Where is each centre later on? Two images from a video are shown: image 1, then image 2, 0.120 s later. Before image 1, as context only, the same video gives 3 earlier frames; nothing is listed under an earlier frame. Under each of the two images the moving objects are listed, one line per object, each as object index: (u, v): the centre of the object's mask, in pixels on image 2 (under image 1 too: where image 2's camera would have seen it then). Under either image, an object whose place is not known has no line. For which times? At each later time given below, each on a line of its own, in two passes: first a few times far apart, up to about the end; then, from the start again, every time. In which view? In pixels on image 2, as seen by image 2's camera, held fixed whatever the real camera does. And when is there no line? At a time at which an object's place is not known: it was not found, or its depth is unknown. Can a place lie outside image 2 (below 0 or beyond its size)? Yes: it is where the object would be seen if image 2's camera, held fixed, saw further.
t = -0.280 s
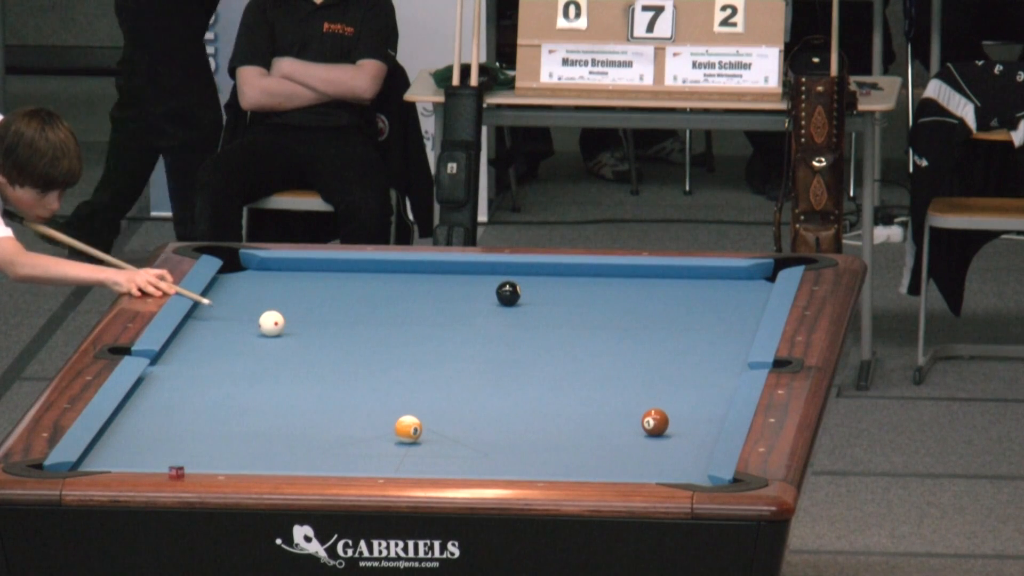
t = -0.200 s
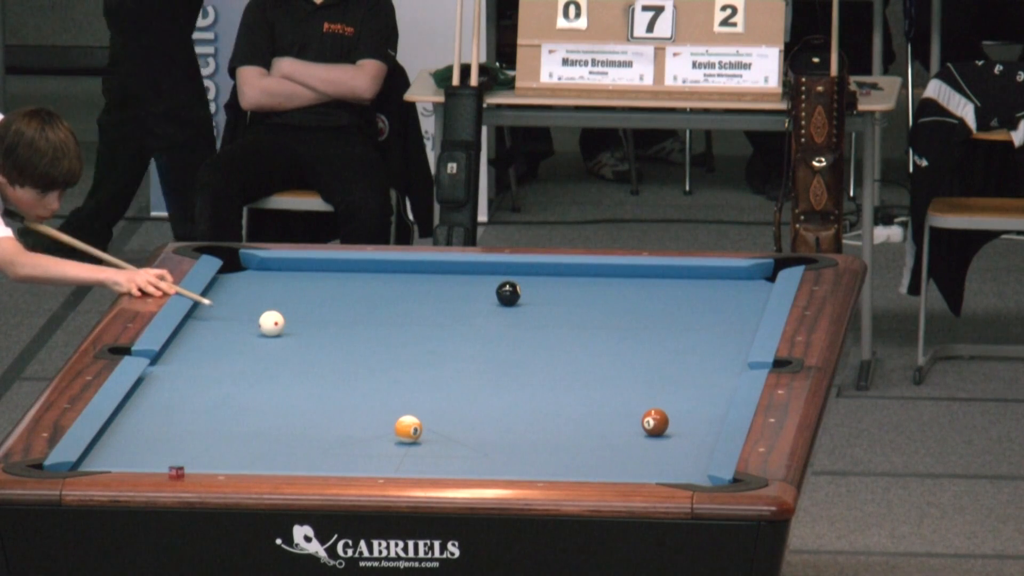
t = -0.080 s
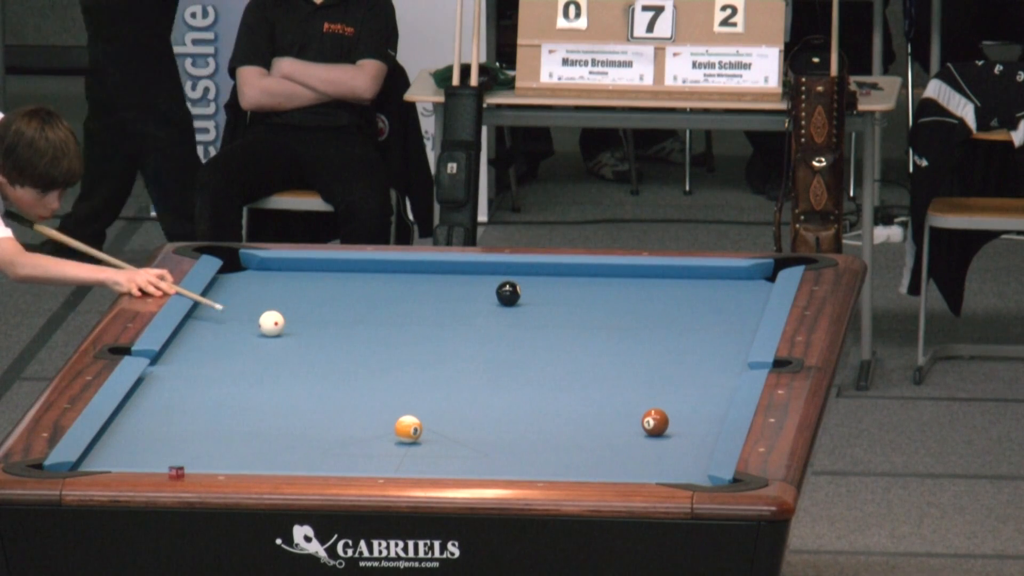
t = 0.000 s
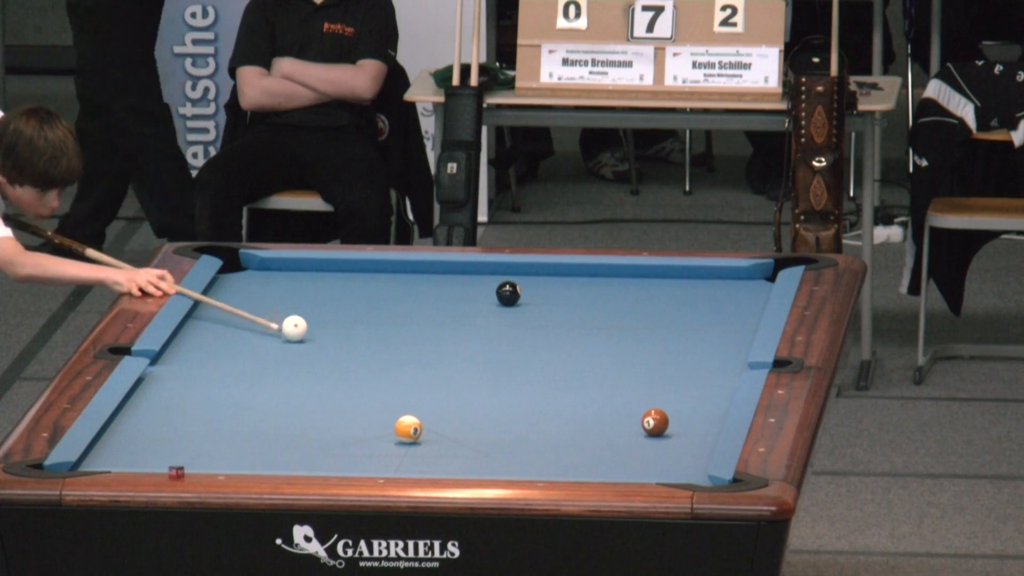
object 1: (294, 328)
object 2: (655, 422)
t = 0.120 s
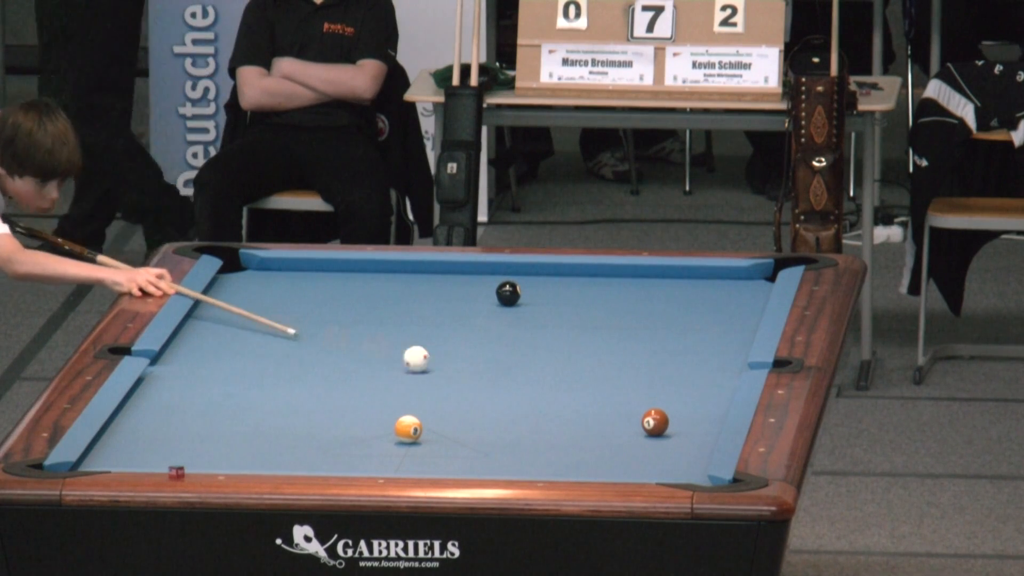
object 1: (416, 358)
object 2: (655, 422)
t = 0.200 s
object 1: (493, 377)
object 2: (655, 422)
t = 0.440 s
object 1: (692, 416)
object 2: (667, 436)
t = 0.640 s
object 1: (674, 410)
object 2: (692, 471)
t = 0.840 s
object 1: (627, 402)
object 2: (697, 477)
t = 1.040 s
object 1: (582, 394)
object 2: (690, 477)
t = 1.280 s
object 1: (530, 386)
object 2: (699, 477)
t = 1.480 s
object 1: (489, 379)
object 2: (698, 477)
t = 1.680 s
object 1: (449, 372)
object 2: (695, 477)
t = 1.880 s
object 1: (411, 366)
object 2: (694, 477)
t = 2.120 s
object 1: (368, 358)
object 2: (694, 477)
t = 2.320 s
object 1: (334, 352)
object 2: (694, 477)
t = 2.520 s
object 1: (301, 347)
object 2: (694, 477)
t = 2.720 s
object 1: (269, 341)
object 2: (694, 477)
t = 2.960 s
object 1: (234, 335)
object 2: (694, 477)
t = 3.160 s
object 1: (206, 331)
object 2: (694, 477)
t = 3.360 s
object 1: (196, 327)
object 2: (694, 477)
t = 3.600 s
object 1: (215, 325)
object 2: (694, 477)
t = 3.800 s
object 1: (230, 323)
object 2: (694, 477)
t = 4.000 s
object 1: (243, 321)
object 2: (694, 477)
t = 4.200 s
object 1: (255, 320)
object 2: (694, 476)
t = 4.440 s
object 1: (267, 318)
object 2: (694, 477)
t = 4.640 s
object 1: (275, 317)
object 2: (694, 477)
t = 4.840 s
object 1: (282, 316)
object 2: (694, 477)
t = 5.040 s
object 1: (288, 315)
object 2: (694, 477)
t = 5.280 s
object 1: (293, 315)
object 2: (694, 477)
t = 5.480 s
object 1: (295, 315)
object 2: (694, 477)
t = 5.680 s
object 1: (296, 315)
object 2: (694, 477)
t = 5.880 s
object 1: (296, 315)
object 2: (694, 477)
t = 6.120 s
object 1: (296, 315)
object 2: (694, 477)
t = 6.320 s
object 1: (296, 315)
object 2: (694, 477)
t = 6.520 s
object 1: (296, 315)
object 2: (694, 477)
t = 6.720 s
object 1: (296, 315)
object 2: (694, 477)
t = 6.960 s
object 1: (296, 315)
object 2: (694, 477)
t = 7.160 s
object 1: (296, 315)
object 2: (694, 477)
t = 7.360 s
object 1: (296, 315)
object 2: (694, 477)
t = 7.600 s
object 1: (296, 315)
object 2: (694, 477)
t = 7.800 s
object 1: (296, 315)
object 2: (694, 477)
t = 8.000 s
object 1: (296, 315)
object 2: (694, 477)
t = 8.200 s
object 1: (296, 315)
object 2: (694, 477)
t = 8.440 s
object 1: (296, 315)
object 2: (694, 477)
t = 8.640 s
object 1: (296, 315)
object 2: (694, 477)
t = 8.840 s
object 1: (296, 315)
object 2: (694, 477)
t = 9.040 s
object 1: (296, 315)
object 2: (694, 476)
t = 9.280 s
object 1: (296, 315)
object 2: (694, 476)
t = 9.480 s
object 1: (296, 315)
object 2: (694, 476)
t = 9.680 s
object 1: (296, 315)
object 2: (694, 476)
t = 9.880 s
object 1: (296, 315)
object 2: (694, 476)
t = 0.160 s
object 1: (455, 368)
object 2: (655, 422)
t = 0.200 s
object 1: (493, 377)
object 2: (655, 422)
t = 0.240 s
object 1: (531, 387)
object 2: (655, 422)
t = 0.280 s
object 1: (567, 396)
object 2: (655, 422)
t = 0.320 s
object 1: (603, 404)
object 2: (655, 422)
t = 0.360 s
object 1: (636, 412)
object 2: (655, 422)
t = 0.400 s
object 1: (670, 412)
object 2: (659, 427)
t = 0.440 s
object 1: (692, 416)
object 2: (667, 436)
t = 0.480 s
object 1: (712, 416)
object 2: (674, 443)
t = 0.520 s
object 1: (706, 415)
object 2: (681, 451)
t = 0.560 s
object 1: (694, 413)
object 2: (687, 459)
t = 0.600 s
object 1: (684, 411)
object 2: (694, 465)
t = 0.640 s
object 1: (674, 410)
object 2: (692, 471)
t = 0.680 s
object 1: (665, 408)
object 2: (685, 473)
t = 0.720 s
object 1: (655, 407)
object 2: (679, 475)
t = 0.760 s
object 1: (646, 405)
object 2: (691, 476)
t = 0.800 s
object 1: (637, 404)
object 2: (701, 477)
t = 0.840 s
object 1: (627, 402)
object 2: (697, 477)
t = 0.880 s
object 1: (618, 400)
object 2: (693, 478)
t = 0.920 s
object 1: (609, 399)
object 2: (688, 478)
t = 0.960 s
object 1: (600, 398)
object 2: (688, 478)
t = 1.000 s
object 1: (591, 396)
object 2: (689, 478)
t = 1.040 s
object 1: (582, 394)
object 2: (690, 477)
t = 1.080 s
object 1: (573, 393)
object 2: (692, 478)
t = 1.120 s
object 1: (564, 392)
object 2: (694, 477)
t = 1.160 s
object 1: (556, 390)
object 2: (695, 477)
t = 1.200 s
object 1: (547, 389)
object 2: (696, 477)
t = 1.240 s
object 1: (539, 387)
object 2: (698, 477)
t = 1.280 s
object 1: (530, 386)
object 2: (699, 477)
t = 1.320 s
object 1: (522, 384)
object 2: (700, 477)
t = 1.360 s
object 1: (513, 383)
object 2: (700, 477)
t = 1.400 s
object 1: (505, 382)
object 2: (699, 477)
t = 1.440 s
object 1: (497, 380)
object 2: (699, 477)
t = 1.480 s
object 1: (489, 379)
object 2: (698, 477)
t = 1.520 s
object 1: (481, 377)
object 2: (697, 477)
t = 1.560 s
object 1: (473, 376)
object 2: (696, 477)
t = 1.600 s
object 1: (465, 374)
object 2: (696, 477)
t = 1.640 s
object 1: (457, 373)
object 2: (695, 477)
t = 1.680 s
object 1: (449, 372)
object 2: (695, 477)
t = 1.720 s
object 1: (441, 371)
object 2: (694, 477)
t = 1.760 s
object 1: (434, 370)
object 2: (694, 477)
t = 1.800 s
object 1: (426, 368)
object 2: (694, 477)
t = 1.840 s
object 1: (419, 367)
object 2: (694, 477)
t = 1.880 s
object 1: (411, 366)
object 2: (694, 477)
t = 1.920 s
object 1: (404, 364)
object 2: (694, 477)
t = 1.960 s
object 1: (396, 363)
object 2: (694, 477)
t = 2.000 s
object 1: (389, 362)
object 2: (694, 477)
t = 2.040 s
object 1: (382, 360)
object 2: (694, 477)
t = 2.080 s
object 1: (375, 360)
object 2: (694, 477)
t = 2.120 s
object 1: (368, 358)
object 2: (694, 477)
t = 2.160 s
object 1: (361, 357)
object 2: (694, 477)
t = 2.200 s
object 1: (354, 356)
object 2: (694, 477)
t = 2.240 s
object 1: (347, 355)
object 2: (694, 477)
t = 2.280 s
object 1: (340, 353)
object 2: (694, 477)
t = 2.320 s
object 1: (334, 352)
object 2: (694, 477)
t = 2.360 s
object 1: (327, 351)
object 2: (694, 477)
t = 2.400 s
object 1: (320, 350)
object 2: (694, 477)
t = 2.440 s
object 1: (314, 349)
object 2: (694, 477)
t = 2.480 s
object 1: (307, 348)
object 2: (694, 477)
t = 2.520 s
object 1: (301, 347)
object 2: (694, 477)
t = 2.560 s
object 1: (294, 345)
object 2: (694, 476)
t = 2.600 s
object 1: (288, 344)
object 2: (694, 476)
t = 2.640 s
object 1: (282, 343)
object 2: (694, 477)
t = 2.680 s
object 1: (276, 342)
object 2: (694, 477)
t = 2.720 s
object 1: (269, 341)
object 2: (694, 477)
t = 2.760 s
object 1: (263, 340)
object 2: (694, 477)
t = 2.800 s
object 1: (257, 339)
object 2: (694, 477)
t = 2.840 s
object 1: (251, 338)
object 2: (694, 477)
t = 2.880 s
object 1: (246, 337)
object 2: (694, 477)
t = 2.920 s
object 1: (240, 336)
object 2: (694, 477)
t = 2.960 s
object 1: (234, 335)
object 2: (694, 477)
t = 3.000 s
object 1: (228, 334)
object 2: (694, 477)
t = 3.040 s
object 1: (222, 333)
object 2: (694, 477)
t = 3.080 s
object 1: (216, 332)
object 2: (694, 477)
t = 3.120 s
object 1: (211, 332)
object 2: (694, 476)
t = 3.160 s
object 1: (206, 331)
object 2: (694, 477)
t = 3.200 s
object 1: (200, 330)
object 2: (694, 476)
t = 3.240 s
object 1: (194, 329)
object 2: (694, 477)
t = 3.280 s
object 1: (189, 328)
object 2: (694, 477)
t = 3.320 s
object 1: (192, 328)
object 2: (694, 477)
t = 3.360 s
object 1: (196, 327)
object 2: (694, 477)
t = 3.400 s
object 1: (199, 327)
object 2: (694, 477)
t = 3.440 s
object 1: (202, 326)
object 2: (694, 477)
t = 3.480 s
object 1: (206, 326)
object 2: (694, 477)
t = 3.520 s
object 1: (209, 325)
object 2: (694, 477)
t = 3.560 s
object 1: (212, 325)
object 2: (694, 477)
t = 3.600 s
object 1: (215, 325)
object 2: (694, 477)
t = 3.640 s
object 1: (218, 324)
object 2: (694, 477)
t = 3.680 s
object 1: (221, 324)
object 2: (694, 477)
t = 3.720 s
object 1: (224, 324)
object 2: (694, 477)
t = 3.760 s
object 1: (227, 323)
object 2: (694, 477)
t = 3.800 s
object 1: (230, 323)
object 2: (694, 477)
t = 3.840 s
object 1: (233, 322)
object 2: (694, 477)
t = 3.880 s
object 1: (236, 322)
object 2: (694, 477)
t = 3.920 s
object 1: (238, 322)
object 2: (694, 477)
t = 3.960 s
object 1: (241, 322)
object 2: (694, 477)
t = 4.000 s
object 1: (243, 321)
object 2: (694, 477)
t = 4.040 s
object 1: (246, 321)
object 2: (694, 477)
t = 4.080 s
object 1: (248, 321)
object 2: (694, 477)
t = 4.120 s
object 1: (250, 321)
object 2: (694, 477)
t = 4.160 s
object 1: (252, 320)
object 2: (694, 477)
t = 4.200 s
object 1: (255, 320)
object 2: (694, 476)
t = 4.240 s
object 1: (257, 320)
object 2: (694, 477)
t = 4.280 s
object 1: (259, 319)
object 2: (694, 477)
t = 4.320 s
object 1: (261, 319)
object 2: (694, 476)
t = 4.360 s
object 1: (263, 319)
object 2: (694, 477)
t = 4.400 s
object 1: (265, 318)
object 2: (694, 477)
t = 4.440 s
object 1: (267, 318)
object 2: (694, 477)
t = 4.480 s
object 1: (268, 318)
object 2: (694, 477)
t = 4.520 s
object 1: (270, 318)
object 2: (694, 477)
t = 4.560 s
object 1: (272, 318)
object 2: (694, 477)
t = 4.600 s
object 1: (273, 317)
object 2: (694, 476)
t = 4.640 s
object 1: (275, 317)
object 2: (694, 477)
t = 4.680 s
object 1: (277, 317)
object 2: (694, 477)
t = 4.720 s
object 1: (278, 317)
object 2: (694, 477)
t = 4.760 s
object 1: (279, 316)
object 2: (694, 477)
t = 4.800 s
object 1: (281, 316)
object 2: (694, 477)
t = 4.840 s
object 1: (282, 316)
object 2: (694, 477)
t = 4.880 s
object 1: (283, 316)
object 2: (694, 477)
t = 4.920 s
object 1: (284, 316)
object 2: (694, 477)
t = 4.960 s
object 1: (286, 316)
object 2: (694, 477)
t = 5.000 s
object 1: (287, 316)
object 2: (694, 477)
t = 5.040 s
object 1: (288, 315)
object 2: (694, 477)
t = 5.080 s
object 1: (289, 315)
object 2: (694, 477)
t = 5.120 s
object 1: (290, 316)
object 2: (694, 477)
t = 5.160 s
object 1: (290, 316)
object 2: (694, 477)
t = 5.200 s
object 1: (291, 315)
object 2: (694, 477)
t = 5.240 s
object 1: (292, 315)
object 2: (694, 477)
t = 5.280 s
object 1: (293, 315)
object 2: (694, 477)
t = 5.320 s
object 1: (293, 315)
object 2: (694, 476)
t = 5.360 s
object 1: (294, 315)
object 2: (694, 476)
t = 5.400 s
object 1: (295, 315)
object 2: (694, 477)
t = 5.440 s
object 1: (295, 315)
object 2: (694, 477)
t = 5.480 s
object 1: (295, 315)
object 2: (694, 477)
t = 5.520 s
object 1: (296, 315)
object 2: (694, 477)
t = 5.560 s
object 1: (296, 315)
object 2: (694, 477)
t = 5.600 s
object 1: (296, 315)
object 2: (694, 477)
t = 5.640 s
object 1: (296, 315)
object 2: (694, 477)
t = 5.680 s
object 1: (296, 315)
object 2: (694, 477)
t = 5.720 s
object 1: (296, 315)
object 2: (694, 477)
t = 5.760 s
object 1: (296, 315)
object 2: (694, 477)
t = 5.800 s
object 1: (296, 315)
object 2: (694, 477)
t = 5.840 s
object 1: (296, 315)
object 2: (694, 477)
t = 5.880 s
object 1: (296, 315)
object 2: (694, 477)
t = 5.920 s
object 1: (296, 315)
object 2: (694, 477)
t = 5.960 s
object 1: (296, 315)
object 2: (694, 477)
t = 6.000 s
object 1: (296, 315)
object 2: (694, 477)
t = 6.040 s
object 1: (296, 315)
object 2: (694, 477)
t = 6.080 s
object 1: (296, 315)
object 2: (694, 477)
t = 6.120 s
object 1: (296, 315)
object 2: (694, 477)
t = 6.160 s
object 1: (296, 315)
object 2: (694, 477)
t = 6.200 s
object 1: (296, 315)
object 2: (694, 477)
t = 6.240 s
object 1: (296, 315)
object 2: (694, 477)
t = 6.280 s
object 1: (296, 315)
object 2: (694, 477)
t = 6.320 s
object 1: (296, 315)
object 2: (694, 477)
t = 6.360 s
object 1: (296, 315)
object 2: (694, 477)
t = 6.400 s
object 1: (296, 315)
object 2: (694, 477)
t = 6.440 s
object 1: (296, 315)
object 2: (694, 477)
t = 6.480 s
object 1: (296, 315)
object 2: (694, 477)
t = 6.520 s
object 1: (296, 315)
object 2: (694, 477)
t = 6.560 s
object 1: (296, 315)
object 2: (694, 477)
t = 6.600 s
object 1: (296, 315)
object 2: (694, 477)
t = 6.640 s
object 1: (296, 315)
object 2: (694, 477)
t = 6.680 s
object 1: (296, 315)
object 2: (694, 477)
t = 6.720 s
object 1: (296, 315)
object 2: (694, 477)
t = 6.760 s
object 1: (296, 315)
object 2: (694, 477)
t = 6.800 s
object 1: (296, 315)
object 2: (694, 477)
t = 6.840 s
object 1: (296, 315)
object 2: (694, 477)
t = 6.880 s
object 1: (296, 315)
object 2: (694, 477)
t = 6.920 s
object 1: (296, 315)
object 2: (694, 477)
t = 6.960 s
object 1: (296, 315)
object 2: (694, 477)
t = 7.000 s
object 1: (296, 315)
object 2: (694, 477)
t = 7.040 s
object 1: (296, 315)
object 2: (694, 477)
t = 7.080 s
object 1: (296, 315)
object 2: (694, 477)
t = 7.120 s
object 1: (296, 315)
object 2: (694, 477)
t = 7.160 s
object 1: (296, 315)
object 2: (694, 477)
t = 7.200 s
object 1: (296, 315)
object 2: (694, 477)
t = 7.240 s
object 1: (296, 315)
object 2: (694, 477)
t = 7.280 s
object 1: (296, 315)
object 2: (694, 477)
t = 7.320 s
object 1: (296, 315)
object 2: (694, 477)
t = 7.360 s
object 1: (296, 315)
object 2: (694, 477)
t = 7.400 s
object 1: (296, 315)
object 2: (694, 477)
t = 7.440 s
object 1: (296, 315)
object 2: (694, 477)
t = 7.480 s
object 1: (296, 315)
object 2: (694, 477)
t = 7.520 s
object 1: (296, 315)
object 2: (694, 477)
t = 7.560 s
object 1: (296, 315)
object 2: (694, 477)
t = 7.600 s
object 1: (296, 315)
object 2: (694, 477)
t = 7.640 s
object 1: (296, 315)
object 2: (694, 477)
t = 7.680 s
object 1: (296, 315)
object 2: (694, 477)
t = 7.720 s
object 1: (296, 315)
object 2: (694, 477)
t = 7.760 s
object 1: (296, 315)
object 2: (694, 477)
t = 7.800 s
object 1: (296, 315)
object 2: (694, 477)
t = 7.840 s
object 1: (296, 315)
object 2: (694, 477)
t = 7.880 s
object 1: (296, 315)
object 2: (694, 477)
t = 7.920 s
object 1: (296, 315)
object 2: (694, 477)
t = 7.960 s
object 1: (296, 315)
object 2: (694, 477)
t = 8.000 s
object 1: (296, 315)
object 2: (694, 477)
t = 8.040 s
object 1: (296, 315)
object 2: (694, 477)
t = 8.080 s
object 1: (296, 315)
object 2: (694, 477)
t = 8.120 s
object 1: (296, 315)
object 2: (694, 477)
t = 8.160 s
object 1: (296, 315)
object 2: (694, 477)
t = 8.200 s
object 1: (296, 315)
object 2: (694, 477)
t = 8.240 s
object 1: (296, 315)
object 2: (694, 477)
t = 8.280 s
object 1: (296, 315)
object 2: (694, 477)
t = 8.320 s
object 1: (296, 315)
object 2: (694, 477)
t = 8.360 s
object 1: (296, 315)
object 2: (694, 477)
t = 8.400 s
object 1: (296, 315)
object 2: (694, 477)
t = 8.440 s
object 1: (296, 315)
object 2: (694, 477)
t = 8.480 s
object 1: (296, 315)
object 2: (694, 477)
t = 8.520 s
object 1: (296, 315)
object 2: (694, 477)
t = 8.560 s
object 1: (296, 315)
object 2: (694, 477)
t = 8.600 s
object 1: (296, 315)
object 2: (694, 477)
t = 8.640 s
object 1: (296, 315)
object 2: (694, 477)
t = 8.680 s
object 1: (296, 315)
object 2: (694, 477)
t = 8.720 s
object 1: (296, 315)
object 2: (694, 477)
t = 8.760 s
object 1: (296, 315)
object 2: (694, 477)
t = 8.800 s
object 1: (296, 315)
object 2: (694, 476)
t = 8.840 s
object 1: (296, 315)
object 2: (694, 477)
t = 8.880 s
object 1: (296, 315)
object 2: (694, 477)
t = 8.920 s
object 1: (296, 315)
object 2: (694, 477)
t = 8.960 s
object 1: (296, 315)
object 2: (694, 477)
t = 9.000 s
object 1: (296, 315)
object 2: (694, 477)
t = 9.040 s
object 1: (296, 315)
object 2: (694, 476)
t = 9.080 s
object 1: (296, 315)
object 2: (694, 476)
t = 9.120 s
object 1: (296, 315)
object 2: (694, 476)
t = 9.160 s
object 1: (296, 315)
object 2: (694, 476)
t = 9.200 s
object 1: (296, 315)
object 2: (694, 476)
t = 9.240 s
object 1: (296, 315)
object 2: (694, 476)
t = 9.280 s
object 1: (296, 315)
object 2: (694, 476)
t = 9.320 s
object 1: (296, 315)
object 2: (694, 476)
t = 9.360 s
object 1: (296, 315)
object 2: (694, 476)
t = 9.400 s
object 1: (296, 315)
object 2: (694, 476)
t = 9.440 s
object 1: (296, 315)
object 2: (694, 476)
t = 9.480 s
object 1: (296, 315)
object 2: (694, 476)
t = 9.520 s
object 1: (296, 315)
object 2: (694, 476)
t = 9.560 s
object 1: (296, 315)
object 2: (694, 476)
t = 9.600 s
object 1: (296, 315)
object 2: (694, 476)
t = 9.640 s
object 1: (296, 315)
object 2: (694, 476)
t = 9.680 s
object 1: (296, 315)
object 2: (694, 476)
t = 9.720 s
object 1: (296, 315)
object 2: (694, 476)
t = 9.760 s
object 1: (296, 315)
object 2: (694, 476)
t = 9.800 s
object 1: (296, 315)
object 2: (694, 476)
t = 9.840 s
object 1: (296, 315)
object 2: (694, 476)
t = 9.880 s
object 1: (296, 315)
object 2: (694, 476)
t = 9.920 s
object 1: (296, 315)
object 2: (694, 476)
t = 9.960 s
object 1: (296, 315)
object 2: (694, 476)
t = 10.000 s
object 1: (296, 315)
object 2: (694, 476)
